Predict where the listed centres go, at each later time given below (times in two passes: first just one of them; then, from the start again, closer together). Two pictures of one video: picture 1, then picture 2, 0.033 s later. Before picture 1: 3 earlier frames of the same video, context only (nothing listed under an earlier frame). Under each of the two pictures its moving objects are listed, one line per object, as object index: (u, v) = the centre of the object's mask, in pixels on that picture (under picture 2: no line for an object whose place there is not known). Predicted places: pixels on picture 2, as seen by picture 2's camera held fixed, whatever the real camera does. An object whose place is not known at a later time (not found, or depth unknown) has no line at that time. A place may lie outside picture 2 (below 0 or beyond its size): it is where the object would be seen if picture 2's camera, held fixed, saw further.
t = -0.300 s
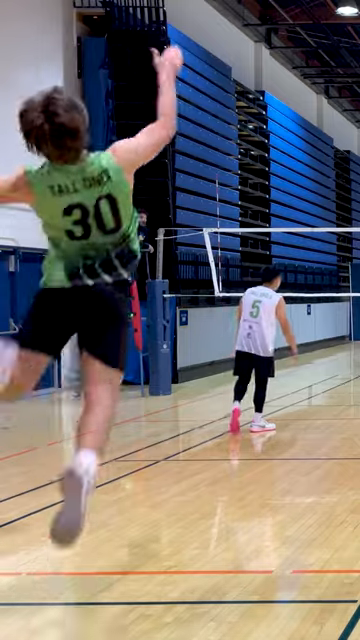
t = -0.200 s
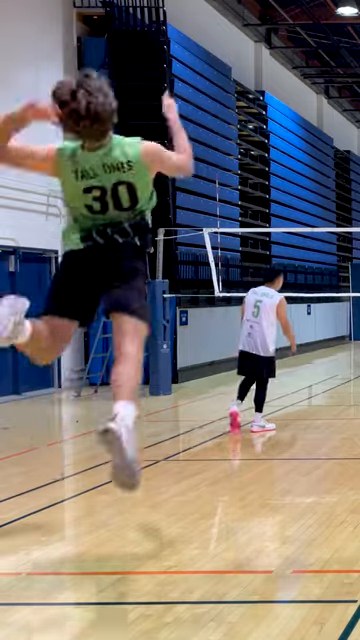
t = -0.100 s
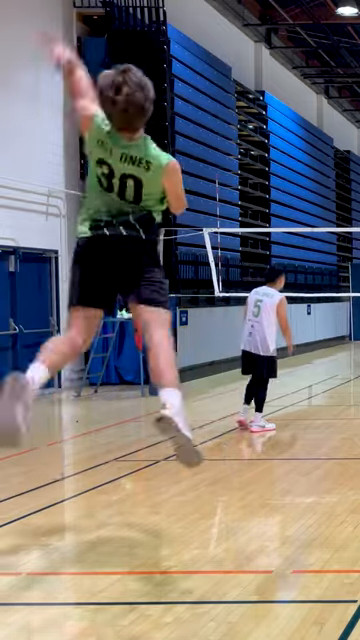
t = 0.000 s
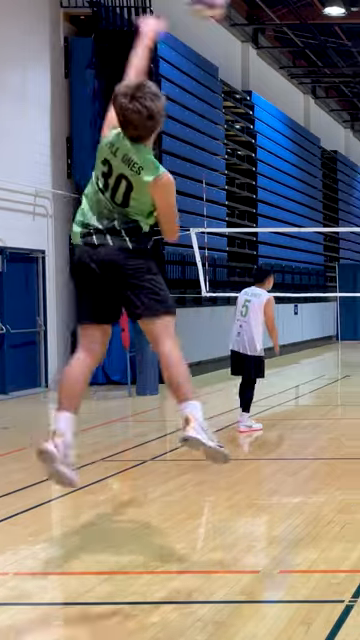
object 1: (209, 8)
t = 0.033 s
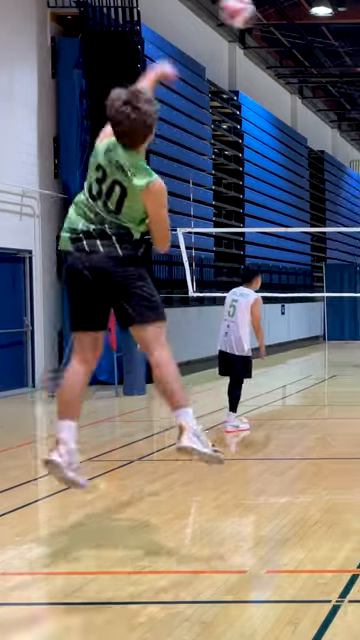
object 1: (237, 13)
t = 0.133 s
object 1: (326, 44)
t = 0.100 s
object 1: (301, 33)
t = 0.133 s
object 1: (326, 44)
